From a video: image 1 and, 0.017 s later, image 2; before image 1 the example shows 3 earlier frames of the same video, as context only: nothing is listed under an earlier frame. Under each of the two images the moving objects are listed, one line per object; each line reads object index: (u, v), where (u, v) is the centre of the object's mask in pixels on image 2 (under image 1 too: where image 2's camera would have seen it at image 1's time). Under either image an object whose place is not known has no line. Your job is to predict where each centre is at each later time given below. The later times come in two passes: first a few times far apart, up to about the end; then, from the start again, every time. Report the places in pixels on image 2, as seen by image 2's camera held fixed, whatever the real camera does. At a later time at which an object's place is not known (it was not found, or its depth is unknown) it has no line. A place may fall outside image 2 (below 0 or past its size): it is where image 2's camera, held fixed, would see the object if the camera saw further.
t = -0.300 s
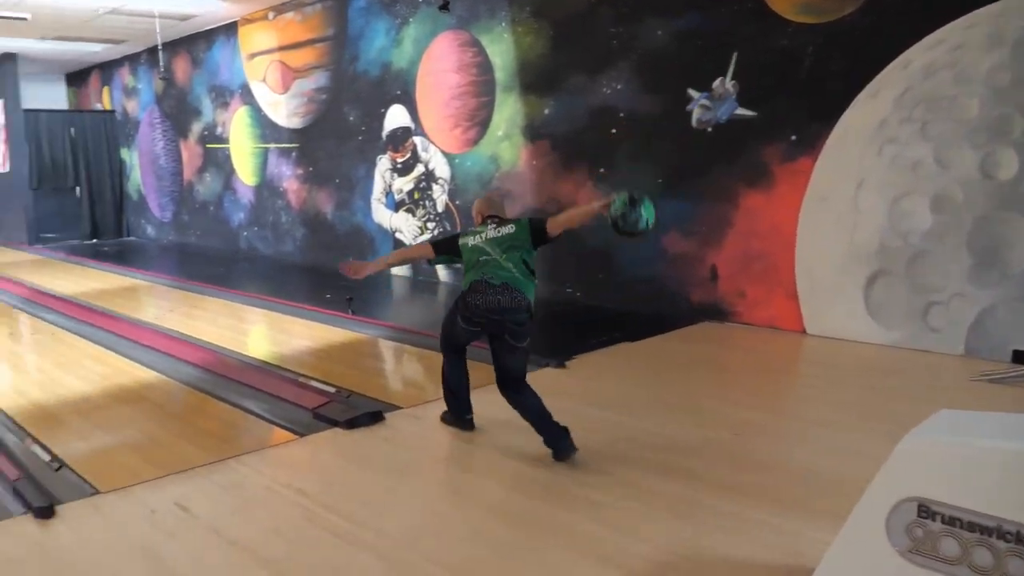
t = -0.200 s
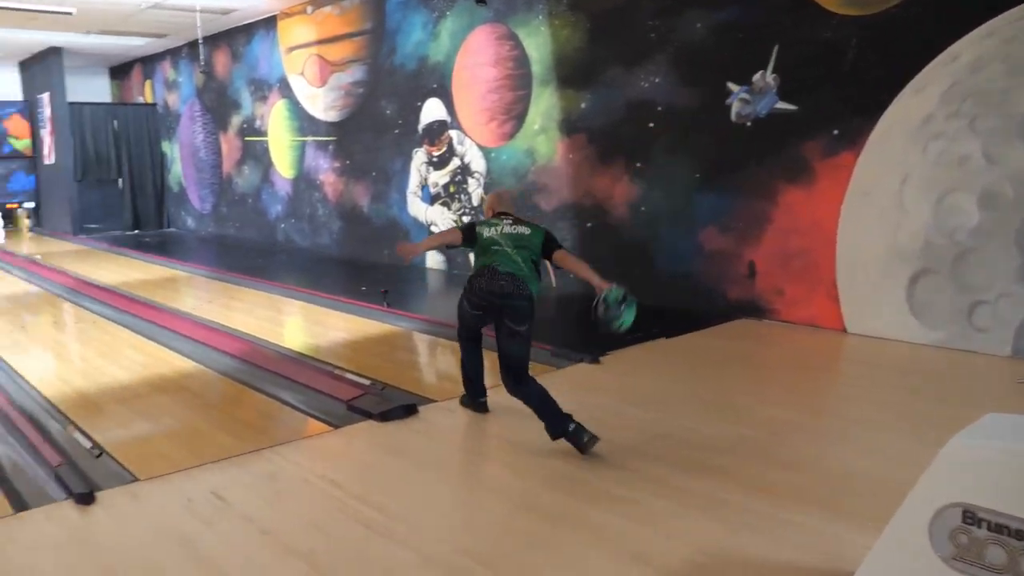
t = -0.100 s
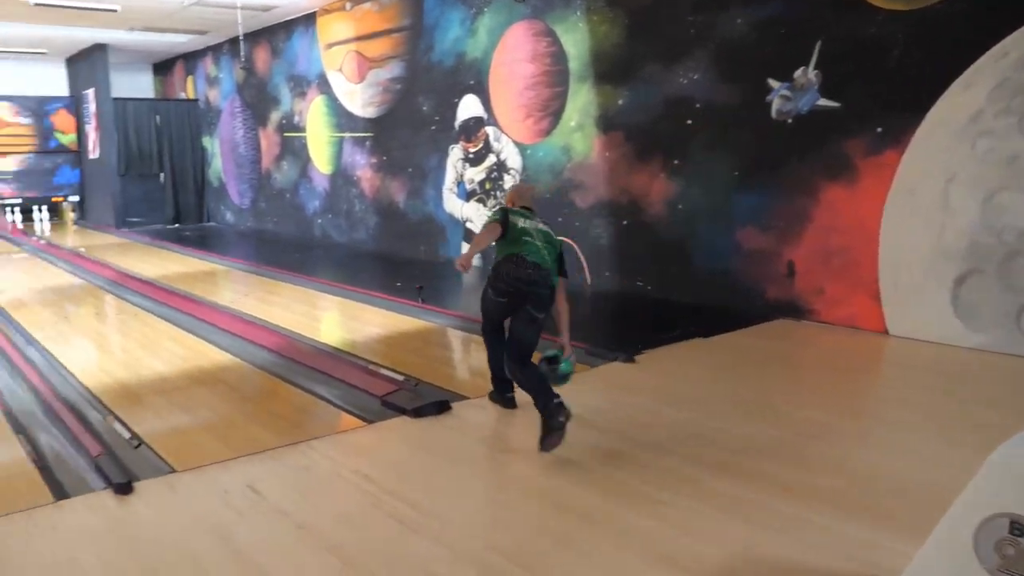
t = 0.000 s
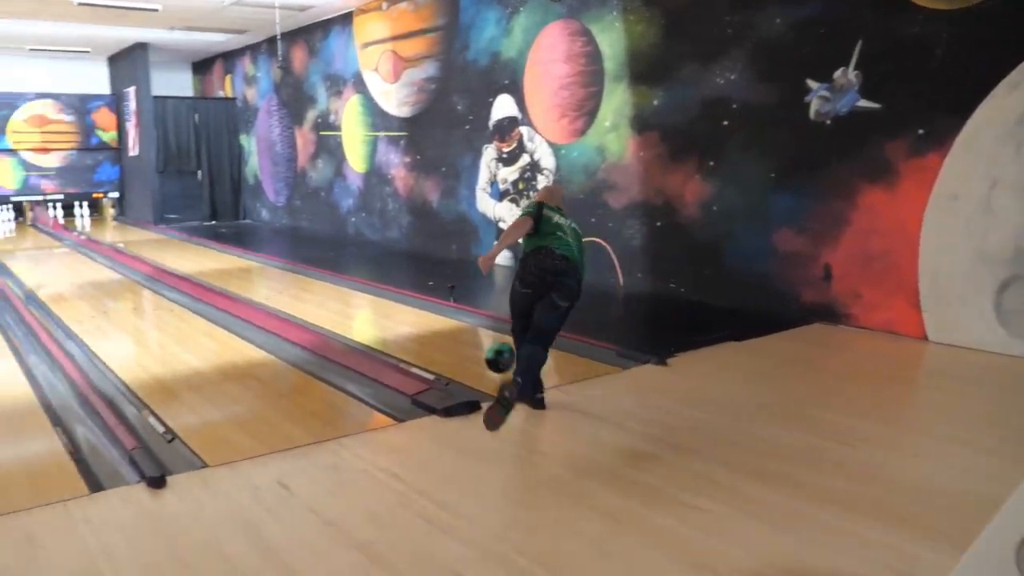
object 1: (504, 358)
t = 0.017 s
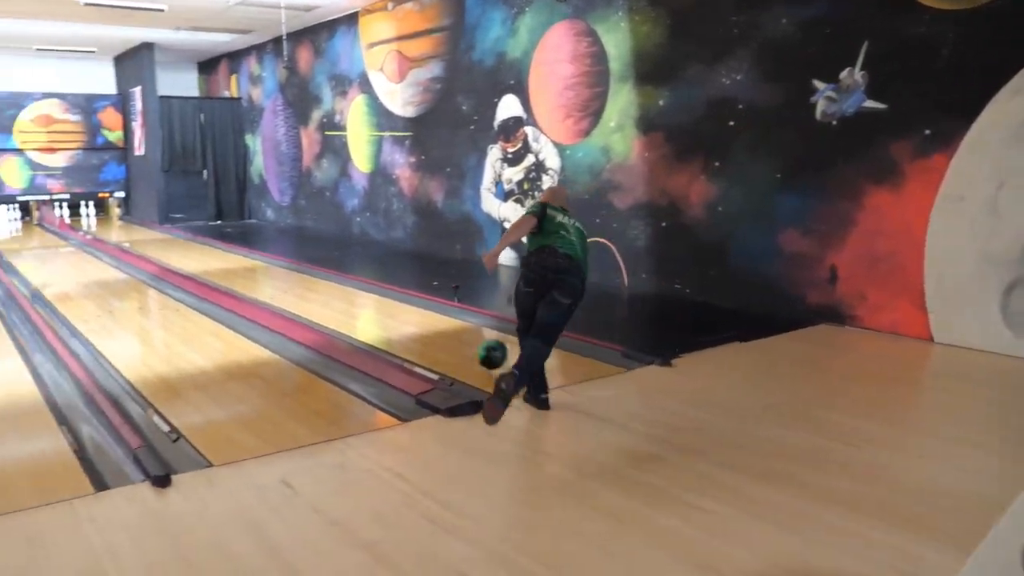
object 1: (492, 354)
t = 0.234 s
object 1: (369, 311)
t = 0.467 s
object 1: (288, 281)
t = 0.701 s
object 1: (234, 261)
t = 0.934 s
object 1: (193, 247)
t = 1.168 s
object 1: (164, 237)
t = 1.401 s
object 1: (143, 228)
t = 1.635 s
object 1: (124, 220)
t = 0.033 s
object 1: (480, 351)
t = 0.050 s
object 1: (469, 349)
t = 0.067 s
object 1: (458, 346)
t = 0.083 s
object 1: (448, 341)
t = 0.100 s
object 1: (437, 337)
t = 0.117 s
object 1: (427, 334)
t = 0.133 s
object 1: (418, 330)
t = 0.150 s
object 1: (409, 327)
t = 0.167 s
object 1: (400, 323)
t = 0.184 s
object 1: (392, 320)
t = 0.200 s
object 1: (384, 317)
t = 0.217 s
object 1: (377, 314)
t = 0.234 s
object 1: (369, 311)
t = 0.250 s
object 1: (363, 309)
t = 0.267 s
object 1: (356, 306)
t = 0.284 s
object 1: (349, 304)
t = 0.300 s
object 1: (342, 301)
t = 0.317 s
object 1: (336, 299)
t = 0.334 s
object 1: (330, 296)
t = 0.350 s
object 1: (324, 294)
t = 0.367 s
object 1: (319, 292)
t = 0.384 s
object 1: (313, 290)
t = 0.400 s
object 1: (308, 288)
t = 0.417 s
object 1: (303, 286)
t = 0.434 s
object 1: (298, 284)
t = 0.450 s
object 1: (293, 282)
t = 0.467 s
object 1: (288, 281)
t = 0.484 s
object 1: (284, 279)
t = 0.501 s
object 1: (279, 278)
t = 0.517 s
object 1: (276, 277)
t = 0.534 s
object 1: (271, 275)
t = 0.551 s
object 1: (267, 273)
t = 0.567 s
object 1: (263, 272)
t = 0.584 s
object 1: (259, 270)
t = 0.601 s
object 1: (255, 269)
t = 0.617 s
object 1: (251, 267)
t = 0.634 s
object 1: (247, 266)
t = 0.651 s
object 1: (244, 265)
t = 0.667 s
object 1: (240, 264)
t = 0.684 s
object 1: (237, 263)
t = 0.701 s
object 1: (234, 261)
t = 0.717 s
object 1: (231, 260)
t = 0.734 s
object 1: (227, 259)
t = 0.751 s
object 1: (224, 258)
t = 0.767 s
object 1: (221, 257)
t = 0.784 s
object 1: (218, 256)
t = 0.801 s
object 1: (215, 254)
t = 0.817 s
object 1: (213, 253)
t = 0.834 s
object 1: (209, 252)
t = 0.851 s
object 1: (206, 251)
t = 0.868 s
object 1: (204, 250)
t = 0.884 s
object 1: (201, 249)
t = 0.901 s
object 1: (199, 248)
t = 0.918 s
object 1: (196, 247)
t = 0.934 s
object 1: (193, 247)
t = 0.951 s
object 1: (192, 246)
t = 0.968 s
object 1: (190, 245)
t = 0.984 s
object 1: (187, 244)
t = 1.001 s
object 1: (185, 243)
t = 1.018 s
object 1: (182, 242)
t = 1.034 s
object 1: (180, 242)
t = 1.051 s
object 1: (178, 241)
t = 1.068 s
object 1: (176, 240)
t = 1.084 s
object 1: (174, 239)
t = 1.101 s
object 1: (171, 239)
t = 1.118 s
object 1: (170, 238)
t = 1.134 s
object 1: (167, 238)
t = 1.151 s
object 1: (165, 238)
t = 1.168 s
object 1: (164, 237)
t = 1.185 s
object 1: (163, 236)
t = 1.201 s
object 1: (161, 235)
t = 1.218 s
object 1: (159, 234)
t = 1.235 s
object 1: (158, 234)
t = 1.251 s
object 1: (156, 233)
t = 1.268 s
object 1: (154, 232)
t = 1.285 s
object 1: (152, 232)
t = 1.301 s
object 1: (151, 231)
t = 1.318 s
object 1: (149, 230)
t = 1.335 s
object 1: (147, 230)
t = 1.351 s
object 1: (146, 229)
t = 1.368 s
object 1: (146, 229)
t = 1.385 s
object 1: (144, 228)
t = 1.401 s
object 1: (143, 228)
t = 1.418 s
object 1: (141, 228)
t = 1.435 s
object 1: (139, 227)
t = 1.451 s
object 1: (138, 226)
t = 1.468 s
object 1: (136, 225)
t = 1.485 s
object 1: (135, 225)
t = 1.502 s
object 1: (134, 224)
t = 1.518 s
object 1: (134, 224)
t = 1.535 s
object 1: (133, 223)
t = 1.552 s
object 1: (132, 223)
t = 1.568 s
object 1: (129, 223)
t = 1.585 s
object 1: (128, 223)
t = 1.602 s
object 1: (127, 221)
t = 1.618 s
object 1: (126, 221)
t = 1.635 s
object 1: (124, 220)
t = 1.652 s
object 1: (125, 221)
